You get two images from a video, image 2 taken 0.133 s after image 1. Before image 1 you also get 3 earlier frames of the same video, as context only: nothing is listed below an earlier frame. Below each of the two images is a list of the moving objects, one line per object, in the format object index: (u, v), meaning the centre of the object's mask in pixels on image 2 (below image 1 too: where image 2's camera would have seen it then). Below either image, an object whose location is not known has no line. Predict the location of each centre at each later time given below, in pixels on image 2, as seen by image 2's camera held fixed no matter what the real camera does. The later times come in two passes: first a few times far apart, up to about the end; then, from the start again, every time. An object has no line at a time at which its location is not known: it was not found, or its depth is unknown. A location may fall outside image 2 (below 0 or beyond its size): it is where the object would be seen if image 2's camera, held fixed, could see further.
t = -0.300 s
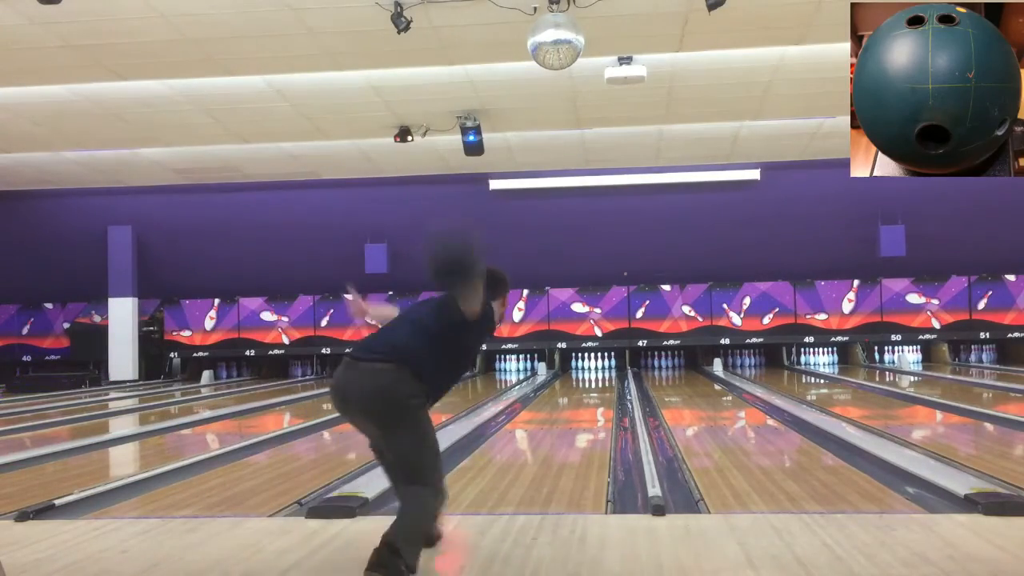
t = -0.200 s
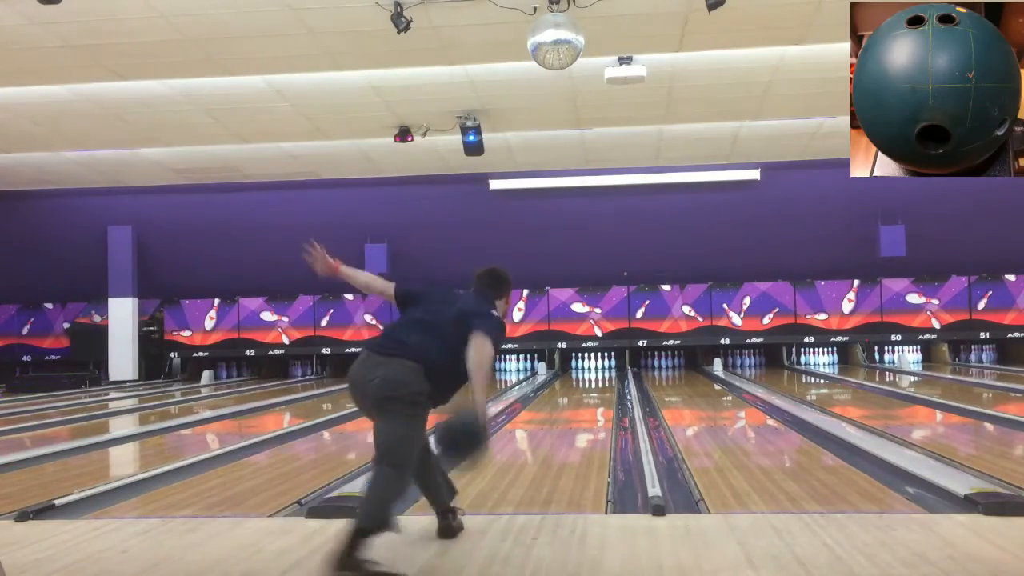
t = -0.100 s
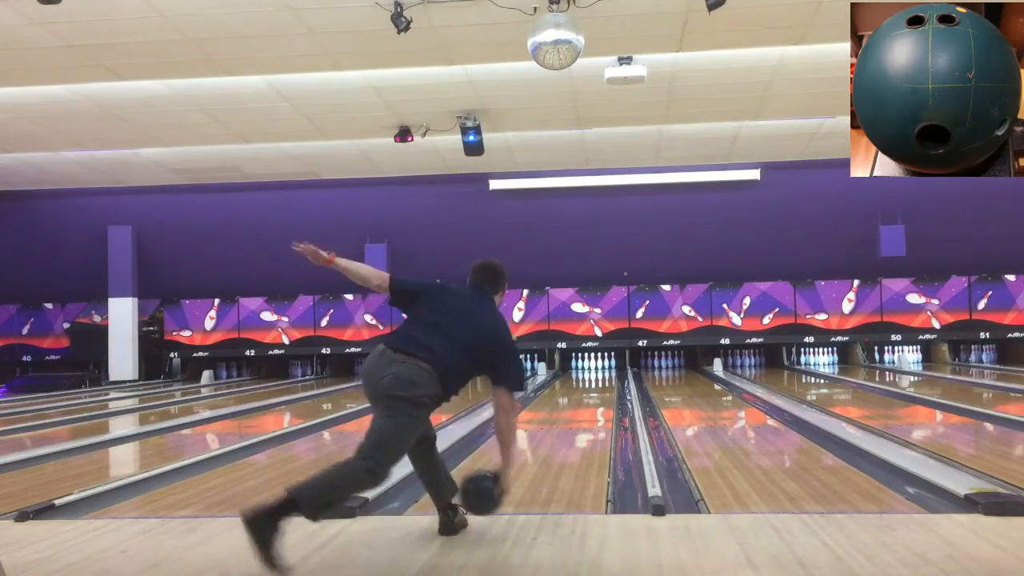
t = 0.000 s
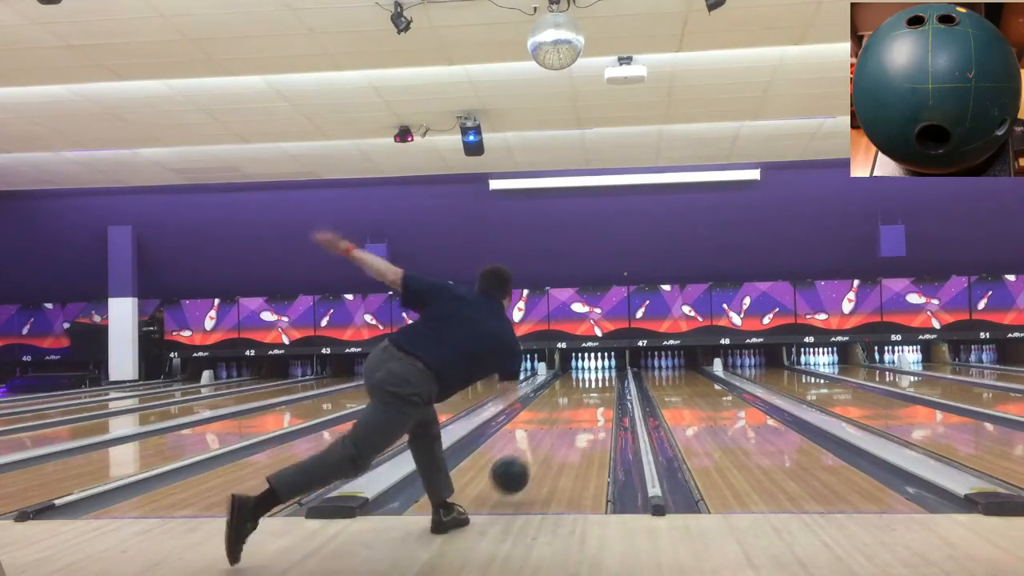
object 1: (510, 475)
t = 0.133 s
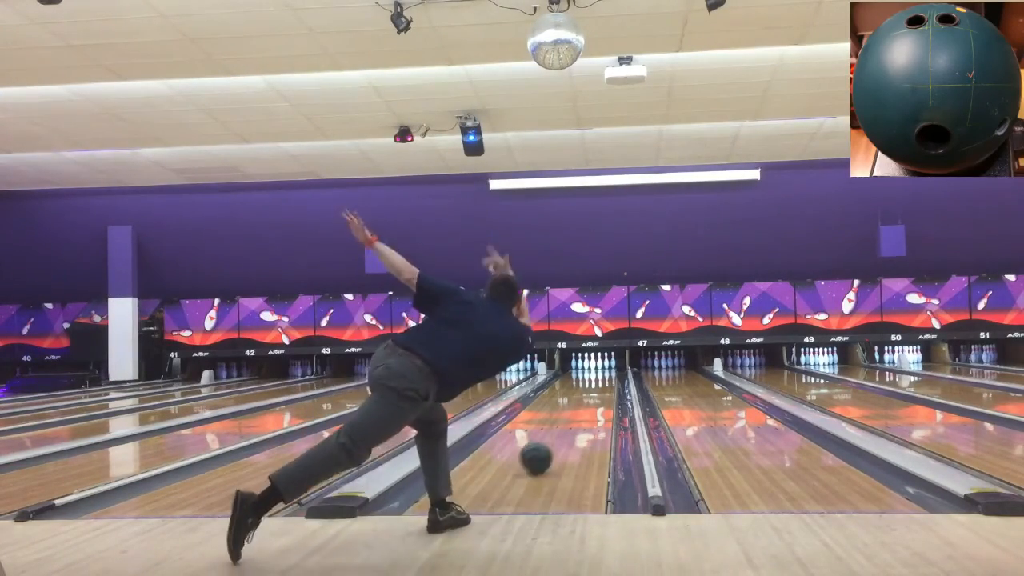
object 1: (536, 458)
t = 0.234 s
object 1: (550, 443)
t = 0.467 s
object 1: (573, 420)
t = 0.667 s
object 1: (585, 406)
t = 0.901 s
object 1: (595, 394)
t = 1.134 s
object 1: (602, 385)
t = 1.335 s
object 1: (604, 380)
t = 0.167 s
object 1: (541, 453)
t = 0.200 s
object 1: (546, 448)
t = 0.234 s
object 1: (550, 443)
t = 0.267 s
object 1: (554, 439)
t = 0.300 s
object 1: (558, 435)
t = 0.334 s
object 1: (561, 431)
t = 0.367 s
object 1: (564, 428)
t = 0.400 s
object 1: (567, 425)
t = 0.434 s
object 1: (570, 422)
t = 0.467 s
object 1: (573, 420)
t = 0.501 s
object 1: (575, 417)
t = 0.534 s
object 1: (577, 414)
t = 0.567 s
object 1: (580, 412)
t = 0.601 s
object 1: (582, 410)
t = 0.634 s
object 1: (584, 408)
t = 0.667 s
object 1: (585, 406)
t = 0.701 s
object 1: (587, 404)
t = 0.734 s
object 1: (589, 402)
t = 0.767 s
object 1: (590, 401)
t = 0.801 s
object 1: (592, 399)
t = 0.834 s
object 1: (593, 397)
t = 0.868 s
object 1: (594, 396)
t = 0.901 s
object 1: (595, 394)
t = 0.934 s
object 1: (596, 393)
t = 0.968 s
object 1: (597, 392)
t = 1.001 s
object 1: (598, 391)
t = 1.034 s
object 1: (599, 389)
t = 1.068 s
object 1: (600, 388)
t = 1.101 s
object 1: (601, 387)
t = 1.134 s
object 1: (602, 385)
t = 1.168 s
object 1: (603, 385)
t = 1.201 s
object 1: (603, 383)
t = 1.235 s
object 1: (603, 383)
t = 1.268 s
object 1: (603, 382)
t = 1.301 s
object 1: (604, 381)
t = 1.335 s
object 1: (604, 380)
